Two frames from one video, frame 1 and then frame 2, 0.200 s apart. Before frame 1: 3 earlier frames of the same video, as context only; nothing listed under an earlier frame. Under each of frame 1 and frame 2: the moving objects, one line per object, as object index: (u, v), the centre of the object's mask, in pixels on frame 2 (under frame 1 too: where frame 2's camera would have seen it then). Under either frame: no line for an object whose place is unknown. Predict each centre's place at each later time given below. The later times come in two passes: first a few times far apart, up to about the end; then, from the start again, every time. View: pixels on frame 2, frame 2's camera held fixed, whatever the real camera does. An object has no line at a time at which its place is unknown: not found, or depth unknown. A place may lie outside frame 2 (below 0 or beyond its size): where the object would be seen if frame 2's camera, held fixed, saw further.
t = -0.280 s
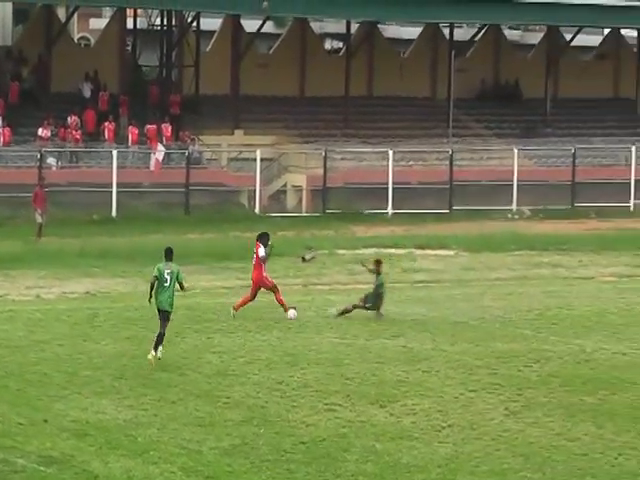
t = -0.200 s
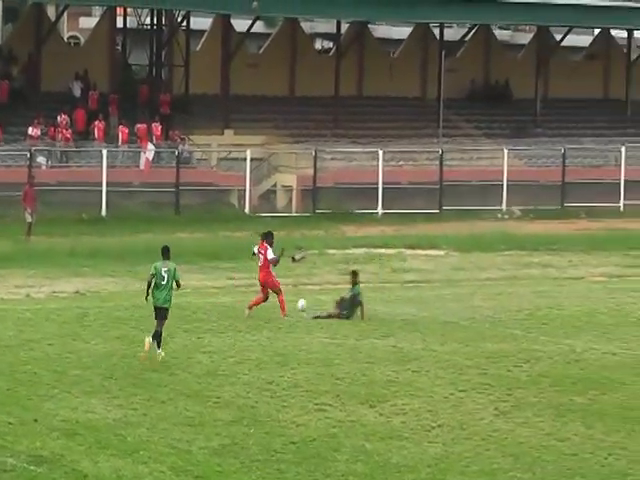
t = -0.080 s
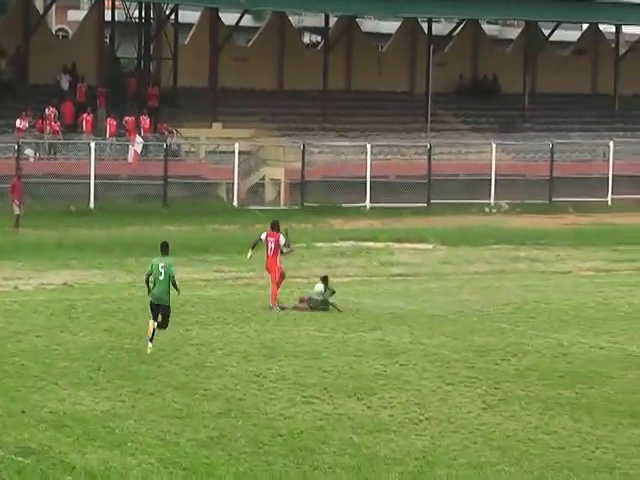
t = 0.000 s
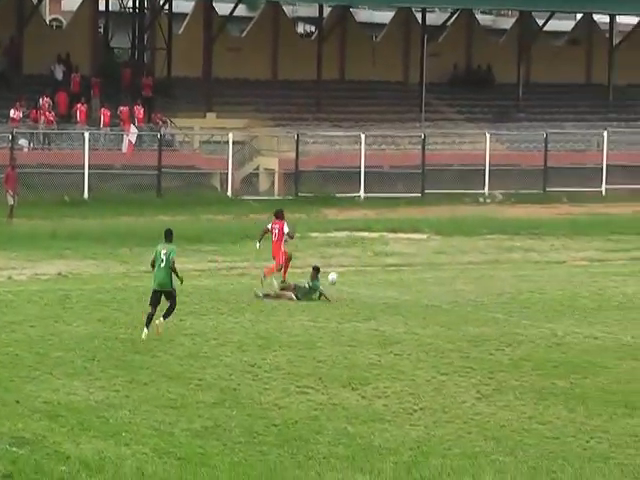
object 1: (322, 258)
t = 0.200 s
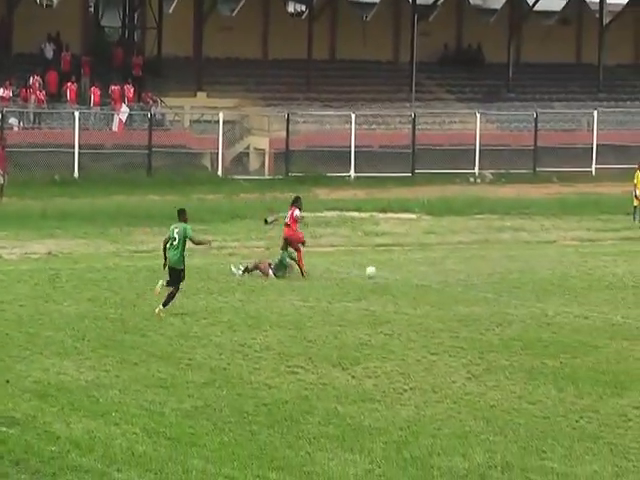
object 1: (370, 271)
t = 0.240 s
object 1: (380, 277)
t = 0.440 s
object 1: (426, 276)
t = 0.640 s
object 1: (472, 282)
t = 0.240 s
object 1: (380, 277)
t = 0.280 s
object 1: (389, 284)
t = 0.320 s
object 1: (399, 284)
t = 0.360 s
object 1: (408, 281)
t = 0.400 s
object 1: (417, 279)
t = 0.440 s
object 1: (426, 276)
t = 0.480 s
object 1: (436, 276)
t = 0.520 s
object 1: (444, 276)
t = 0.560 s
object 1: (454, 277)
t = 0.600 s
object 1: (462, 280)
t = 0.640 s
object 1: (472, 282)
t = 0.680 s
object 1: (481, 286)
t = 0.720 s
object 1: (490, 292)
